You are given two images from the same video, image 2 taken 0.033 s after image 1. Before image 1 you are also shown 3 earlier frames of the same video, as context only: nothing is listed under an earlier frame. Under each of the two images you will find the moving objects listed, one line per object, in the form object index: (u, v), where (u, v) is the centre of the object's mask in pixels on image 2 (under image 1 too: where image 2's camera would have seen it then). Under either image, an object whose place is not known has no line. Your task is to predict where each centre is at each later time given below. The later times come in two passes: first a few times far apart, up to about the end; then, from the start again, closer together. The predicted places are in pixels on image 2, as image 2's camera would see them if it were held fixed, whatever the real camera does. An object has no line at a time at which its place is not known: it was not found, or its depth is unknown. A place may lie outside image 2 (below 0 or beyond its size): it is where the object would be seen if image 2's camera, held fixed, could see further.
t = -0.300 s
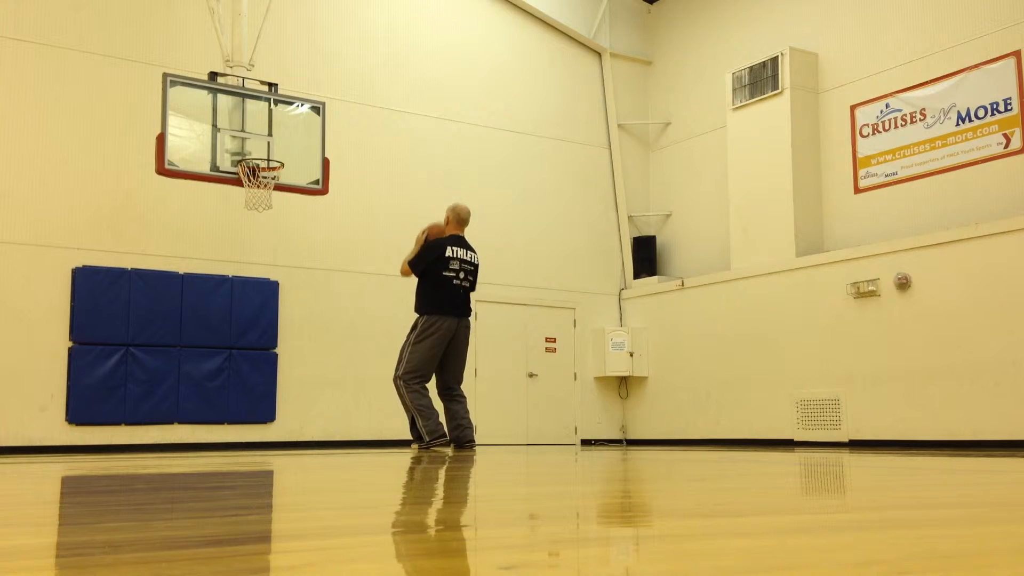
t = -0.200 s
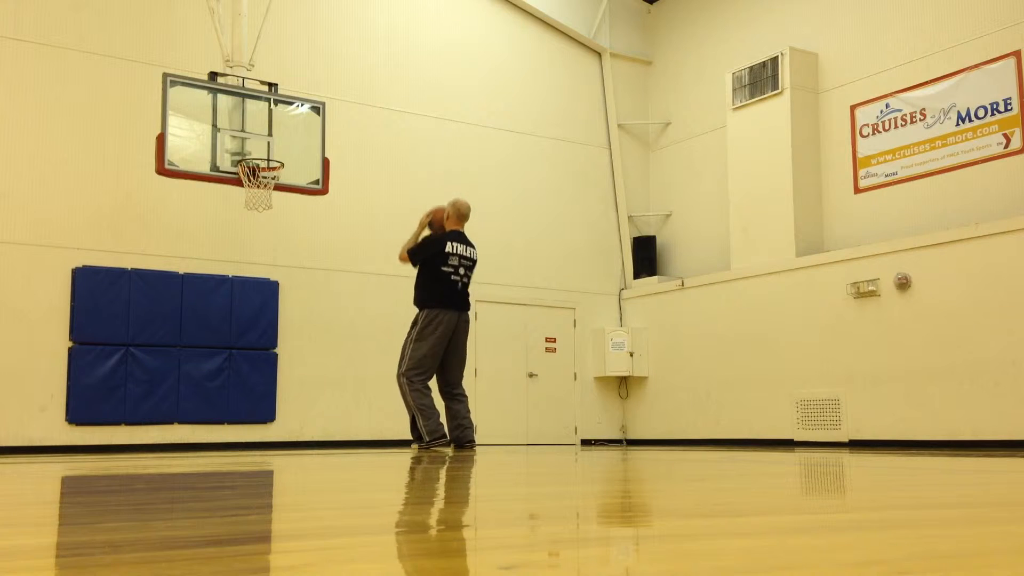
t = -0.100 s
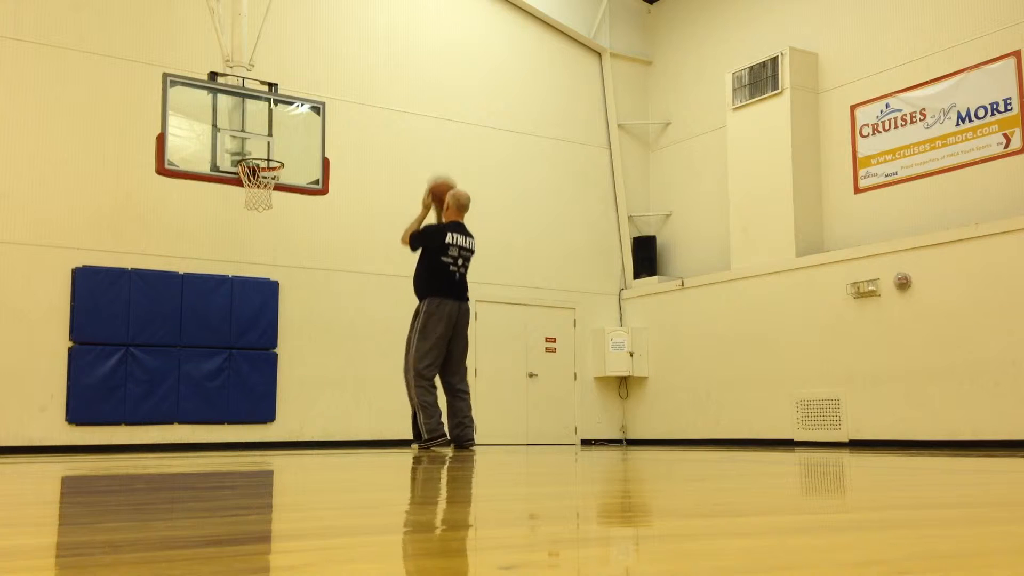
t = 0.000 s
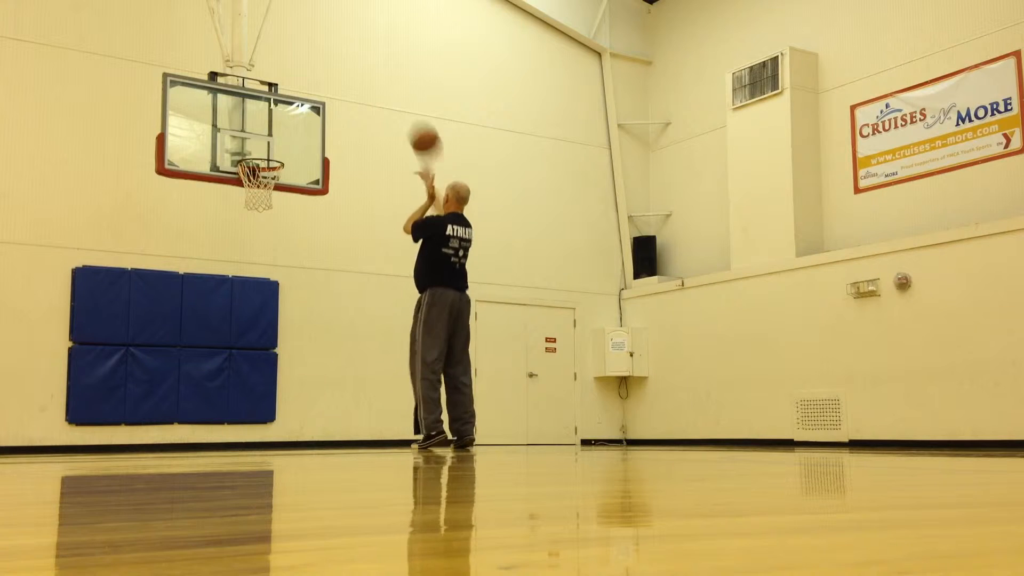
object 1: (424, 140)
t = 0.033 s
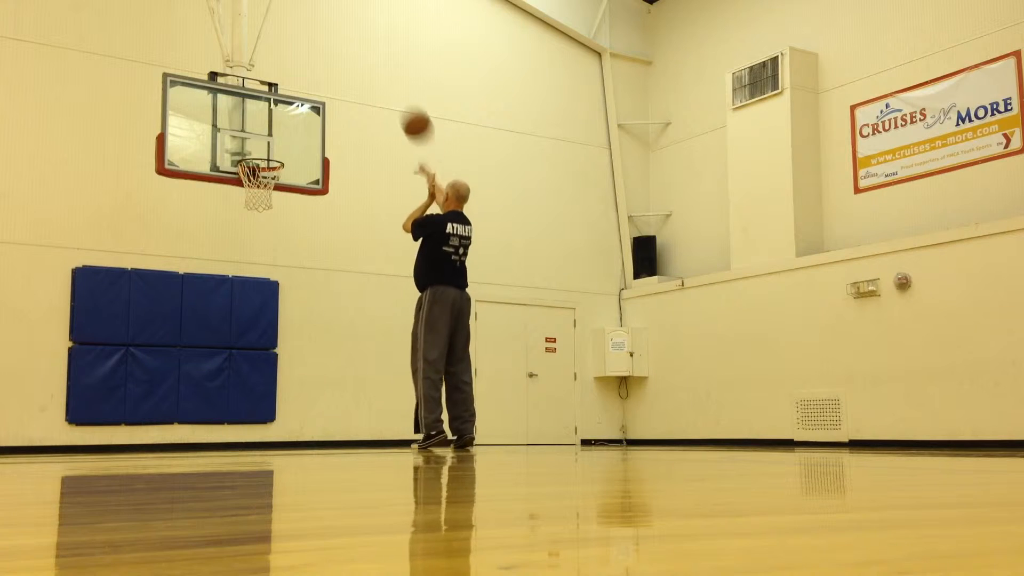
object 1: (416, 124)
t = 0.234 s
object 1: (370, 63)
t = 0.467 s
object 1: (325, 50)
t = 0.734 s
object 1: (282, 98)
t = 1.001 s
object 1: (251, 189)
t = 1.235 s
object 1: (256, 218)
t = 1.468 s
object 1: (262, 295)
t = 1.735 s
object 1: (266, 430)
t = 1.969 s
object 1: (273, 341)
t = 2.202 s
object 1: (279, 300)
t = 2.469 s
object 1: (284, 312)
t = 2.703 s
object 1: (287, 381)
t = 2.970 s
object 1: (288, 386)
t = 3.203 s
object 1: (286, 348)
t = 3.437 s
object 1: (283, 364)
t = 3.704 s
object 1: (278, 424)
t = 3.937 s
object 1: (278, 378)
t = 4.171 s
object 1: (275, 388)
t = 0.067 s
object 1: (408, 109)
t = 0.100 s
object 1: (400, 97)
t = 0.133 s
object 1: (392, 86)
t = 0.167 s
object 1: (385, 77)
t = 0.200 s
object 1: (377, 69)
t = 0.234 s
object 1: (370, 63)
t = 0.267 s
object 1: (363, 57)
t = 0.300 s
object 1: (356, 53)
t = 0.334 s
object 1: (350, 50)
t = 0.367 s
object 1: (343, 48)
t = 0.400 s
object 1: (337, 48)
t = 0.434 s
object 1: (331, 48)
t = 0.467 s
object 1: (325, 50)
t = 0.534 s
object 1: (314, 56)
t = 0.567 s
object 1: (309, 61)
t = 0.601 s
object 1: (303, 66)
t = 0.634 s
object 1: (298, 73)
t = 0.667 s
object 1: (293, 80)
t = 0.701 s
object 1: (288, 88)
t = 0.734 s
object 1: (282, 98)
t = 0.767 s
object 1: (277, 109)
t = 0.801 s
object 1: (273, 119)
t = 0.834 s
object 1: (268, 130)
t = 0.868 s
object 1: (263, 143)
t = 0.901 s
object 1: (258, 152)
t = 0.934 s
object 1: (254, 172)
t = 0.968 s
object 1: (254, 177)
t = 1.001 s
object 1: (251, 189)
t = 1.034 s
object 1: (251, 195)
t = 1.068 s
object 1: (251, 195)
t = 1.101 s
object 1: (251, 198)
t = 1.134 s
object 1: (252, 202)
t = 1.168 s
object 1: (252, 207)
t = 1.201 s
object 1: (254, 212)
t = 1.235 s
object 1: (256, 218)
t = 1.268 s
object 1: (256, 225)
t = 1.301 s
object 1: (257, 235)
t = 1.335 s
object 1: (258, 244)
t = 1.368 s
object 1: (259, 255)
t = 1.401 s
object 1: (260, 266)
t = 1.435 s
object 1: (261, 280)
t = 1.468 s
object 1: (262, 295)
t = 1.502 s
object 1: (262, 310)
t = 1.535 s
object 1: (263, 326)
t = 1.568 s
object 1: (263, 344)
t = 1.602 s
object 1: (264, 364)
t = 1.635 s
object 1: (264, 382)
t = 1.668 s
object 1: (264, 404)
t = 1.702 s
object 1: (265, 427)
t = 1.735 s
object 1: (266, 430)
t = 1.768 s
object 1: (266, 414)
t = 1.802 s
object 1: (267, 400)
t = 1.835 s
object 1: (268, 387)
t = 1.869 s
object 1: (269, 374)
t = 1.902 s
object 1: (270, 362)
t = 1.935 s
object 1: (272, 351)
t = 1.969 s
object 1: (273, 341)
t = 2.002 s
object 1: (273, 332)
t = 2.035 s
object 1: (274, 324)
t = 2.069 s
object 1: (275, 317)
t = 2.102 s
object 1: (276, 311)
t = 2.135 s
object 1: (277, 306)
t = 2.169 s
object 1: (278, 302)
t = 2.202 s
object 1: (279, 300)
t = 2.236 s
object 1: (280, 298)
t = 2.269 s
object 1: (280, 297)
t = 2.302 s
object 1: (281, 297)
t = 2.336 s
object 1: (282, 298)
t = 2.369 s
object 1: (282, 300)
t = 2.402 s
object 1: (283, 303)
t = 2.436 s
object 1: (283, 307)
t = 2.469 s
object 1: (284, 312)
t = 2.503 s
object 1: (284, 319)
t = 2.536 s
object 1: (285, 326)
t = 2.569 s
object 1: (285, 335)
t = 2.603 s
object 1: (286, 345)
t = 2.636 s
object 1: (286, 355)
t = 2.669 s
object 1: (287, 368)
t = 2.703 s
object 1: (287, 381)
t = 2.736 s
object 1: (287, 395)
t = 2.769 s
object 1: (288, 412)
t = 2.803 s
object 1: (288, 429)
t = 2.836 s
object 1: (288, 430)
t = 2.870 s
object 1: (288, 418)
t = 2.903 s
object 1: (288, 406)
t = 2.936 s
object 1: (288, 395)
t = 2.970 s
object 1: (288, 386)
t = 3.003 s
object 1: (288, 377)
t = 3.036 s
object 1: (287, 370)
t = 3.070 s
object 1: (287, 363)
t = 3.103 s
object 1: (287, 358)
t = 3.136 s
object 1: (286, 353)
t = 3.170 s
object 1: (286, 350)
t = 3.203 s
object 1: (286, 348)
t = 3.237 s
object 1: (286, 347)
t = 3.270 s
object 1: (285, 347)
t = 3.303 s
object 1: (285, 348)
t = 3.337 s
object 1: (285, 351)
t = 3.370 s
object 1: (284, 354)
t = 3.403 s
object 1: (283, 358)
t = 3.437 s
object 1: (283, 364)
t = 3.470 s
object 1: (282, 371)
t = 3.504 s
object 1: (281, 379)
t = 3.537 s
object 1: (281, 389)
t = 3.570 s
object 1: (280, 399)
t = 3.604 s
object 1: (279, 411)
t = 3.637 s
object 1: (278, 425)
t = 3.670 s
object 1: (278, 435)
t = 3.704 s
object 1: (278, 424)
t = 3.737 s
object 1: (278, 414)
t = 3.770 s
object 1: (278, 405)
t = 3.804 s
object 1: (277, 397)
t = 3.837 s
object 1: (278, 391)
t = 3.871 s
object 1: (278, 385)
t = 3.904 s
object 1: (278, 381)
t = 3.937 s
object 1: (278, 378)
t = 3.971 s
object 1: (277, 376)
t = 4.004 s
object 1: (277, 375)
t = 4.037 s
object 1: (277, 375)
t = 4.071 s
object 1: (277, 377)
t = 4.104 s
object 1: (276, 379)
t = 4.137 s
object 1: (276, 383)
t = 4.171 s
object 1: (275, 388)
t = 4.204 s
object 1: (275, 394)
